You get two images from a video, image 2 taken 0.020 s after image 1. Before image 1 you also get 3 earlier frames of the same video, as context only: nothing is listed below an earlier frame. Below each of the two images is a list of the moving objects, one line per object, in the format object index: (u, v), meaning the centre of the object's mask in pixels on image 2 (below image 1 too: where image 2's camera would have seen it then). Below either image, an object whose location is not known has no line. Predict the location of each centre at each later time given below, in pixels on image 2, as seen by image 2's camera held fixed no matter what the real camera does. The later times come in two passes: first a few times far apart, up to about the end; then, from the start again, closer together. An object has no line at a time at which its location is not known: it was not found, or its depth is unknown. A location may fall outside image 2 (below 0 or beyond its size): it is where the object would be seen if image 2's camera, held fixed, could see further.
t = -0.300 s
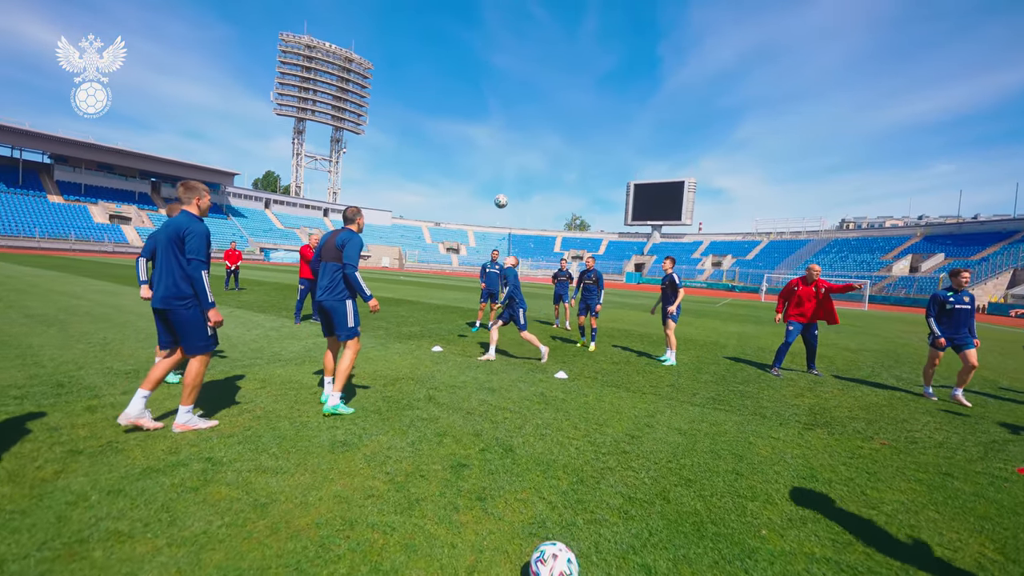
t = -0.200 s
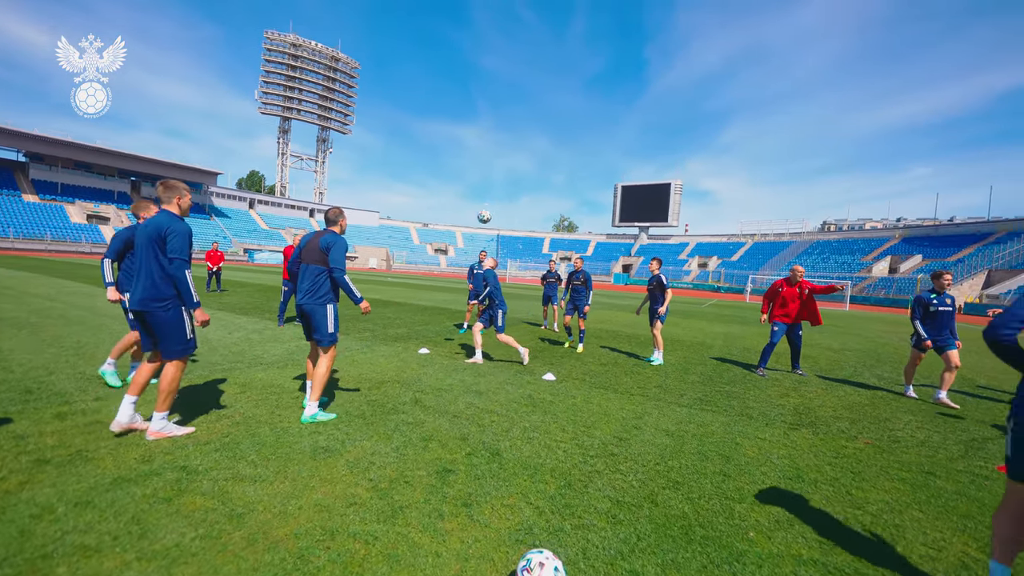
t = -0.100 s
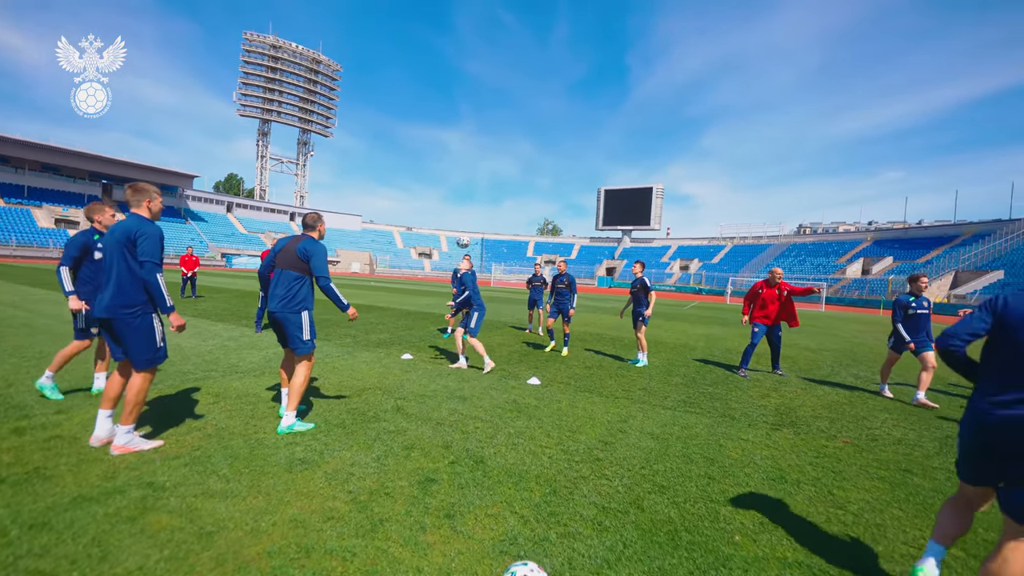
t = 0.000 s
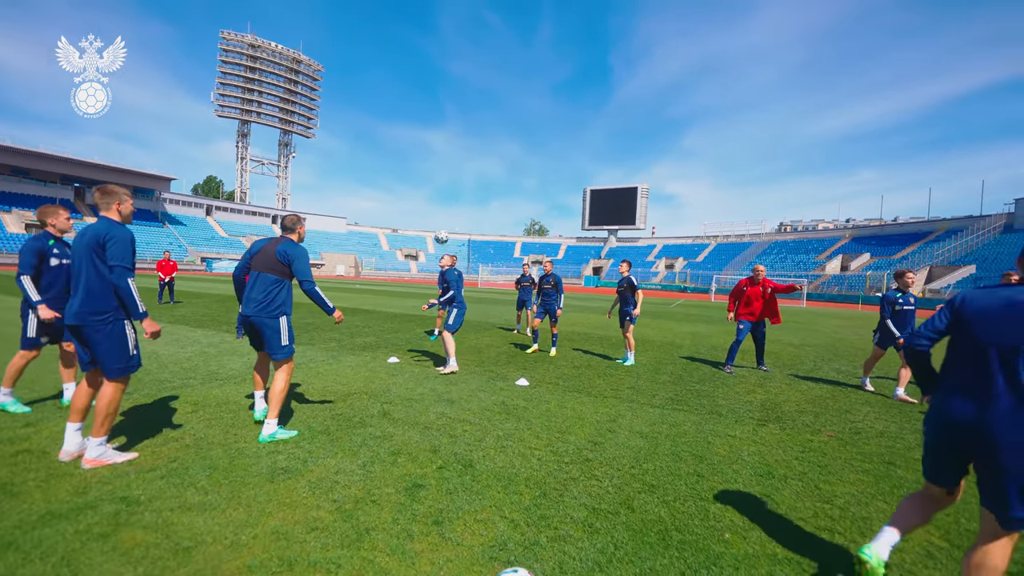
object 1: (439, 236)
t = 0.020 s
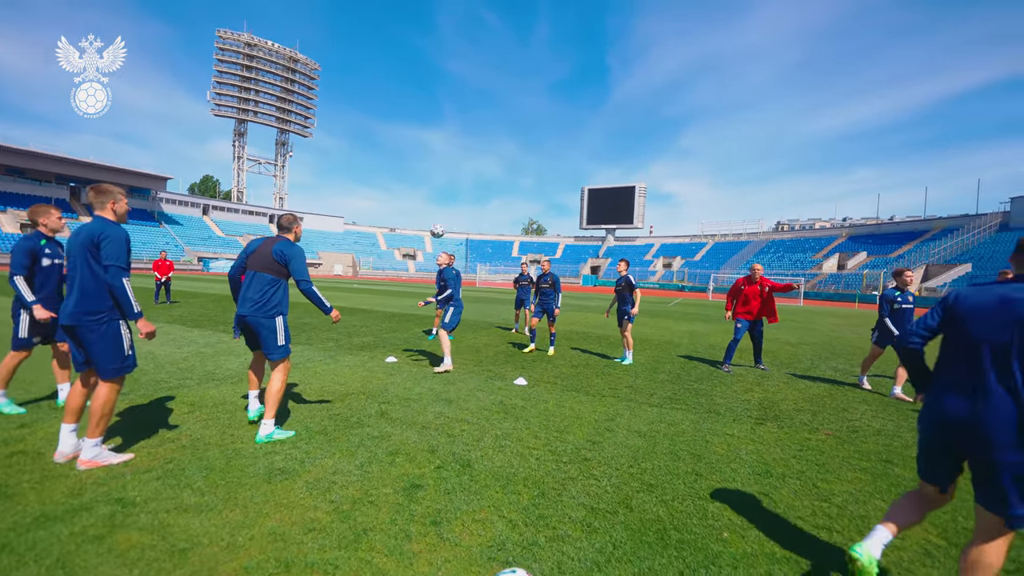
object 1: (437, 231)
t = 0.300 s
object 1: (400, 175)
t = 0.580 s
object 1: (346, 174)
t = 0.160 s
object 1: (420, 198)
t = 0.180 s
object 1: (417, 194)
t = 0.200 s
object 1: (415, 190)
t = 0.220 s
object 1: (412, 187)
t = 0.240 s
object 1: (409, 183)
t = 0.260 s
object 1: (406, 181)
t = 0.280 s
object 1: (403, 178)
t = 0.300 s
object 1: (400, 175)
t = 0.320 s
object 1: (397, 173)
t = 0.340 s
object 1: (393, 171)
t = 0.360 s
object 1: (390, 170)
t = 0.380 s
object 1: (387, 168)
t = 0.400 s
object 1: (383, 167)
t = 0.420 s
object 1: (379, 166)
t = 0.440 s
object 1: (375, 166)
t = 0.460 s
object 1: (371, 166)
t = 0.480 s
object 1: (367, 166)
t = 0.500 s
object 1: (363, 167)
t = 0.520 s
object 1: (359, 168)
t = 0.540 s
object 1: (355, 169)
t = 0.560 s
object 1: (350, 171)
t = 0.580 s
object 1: (346, 174)
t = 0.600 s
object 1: (341, 177)
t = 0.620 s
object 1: (336, 180)
